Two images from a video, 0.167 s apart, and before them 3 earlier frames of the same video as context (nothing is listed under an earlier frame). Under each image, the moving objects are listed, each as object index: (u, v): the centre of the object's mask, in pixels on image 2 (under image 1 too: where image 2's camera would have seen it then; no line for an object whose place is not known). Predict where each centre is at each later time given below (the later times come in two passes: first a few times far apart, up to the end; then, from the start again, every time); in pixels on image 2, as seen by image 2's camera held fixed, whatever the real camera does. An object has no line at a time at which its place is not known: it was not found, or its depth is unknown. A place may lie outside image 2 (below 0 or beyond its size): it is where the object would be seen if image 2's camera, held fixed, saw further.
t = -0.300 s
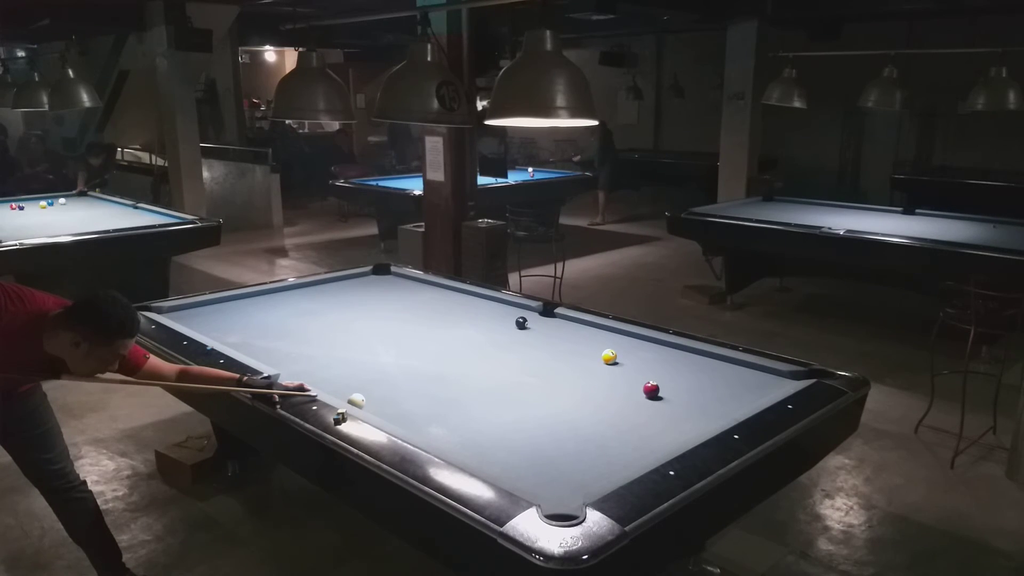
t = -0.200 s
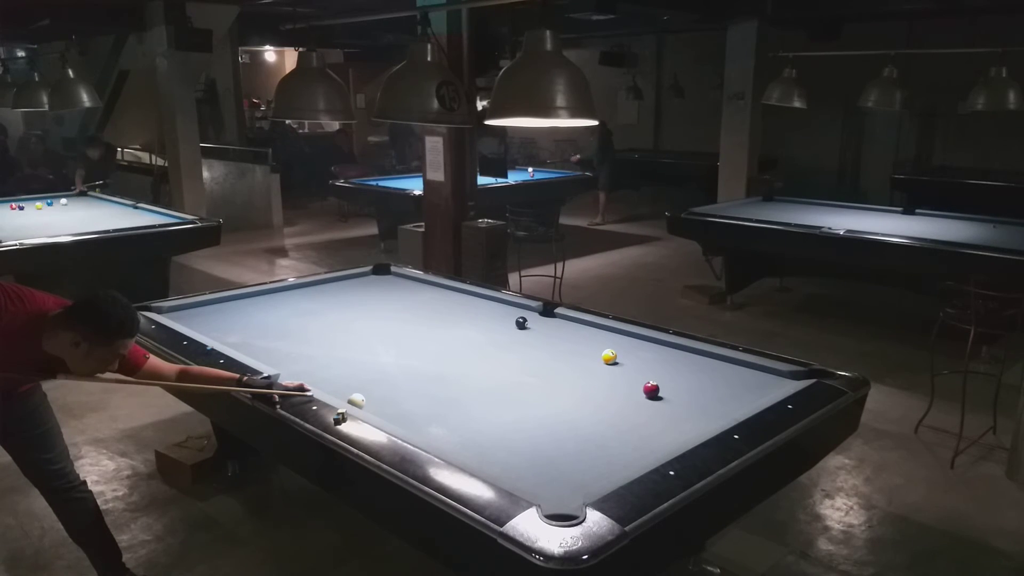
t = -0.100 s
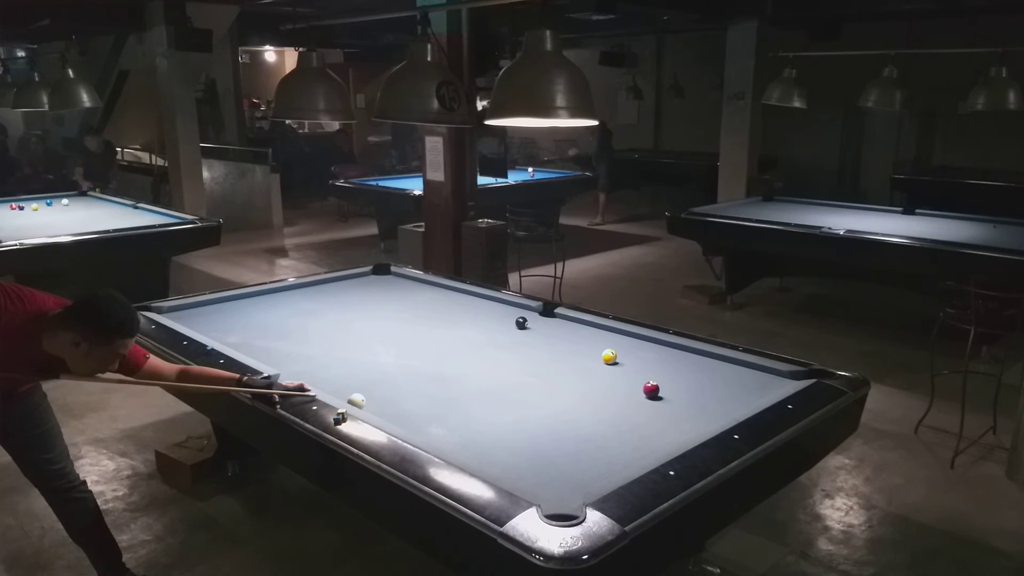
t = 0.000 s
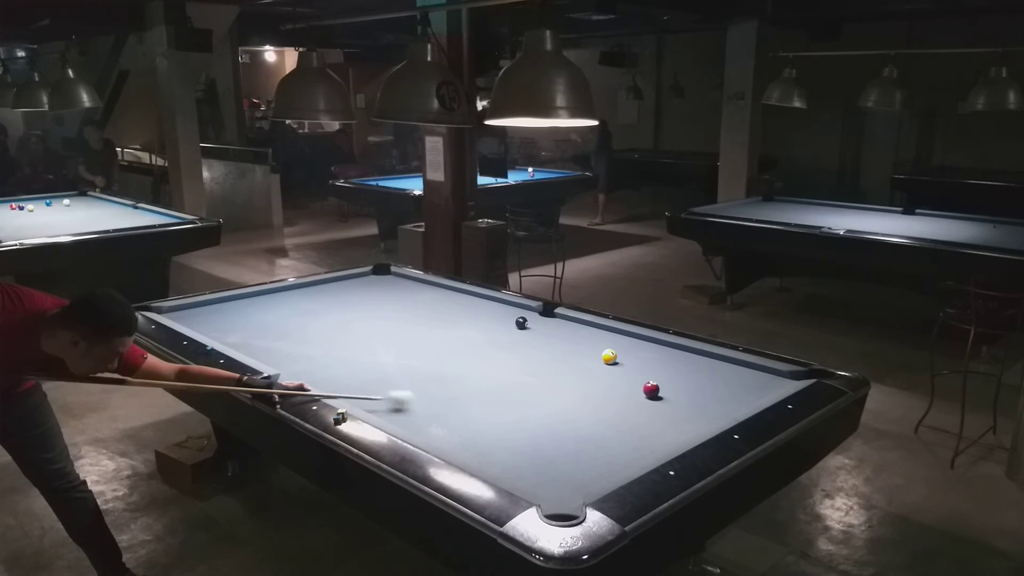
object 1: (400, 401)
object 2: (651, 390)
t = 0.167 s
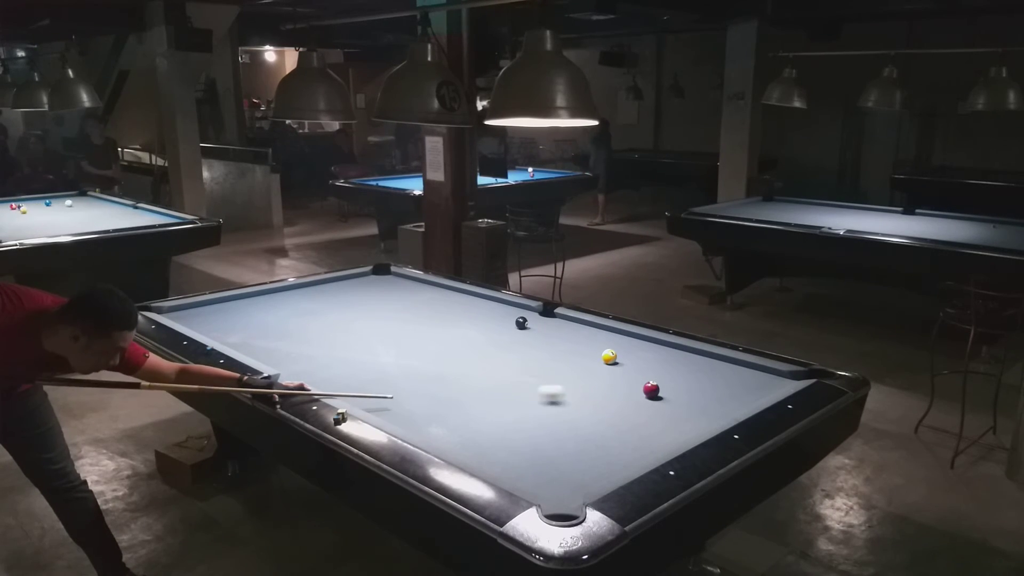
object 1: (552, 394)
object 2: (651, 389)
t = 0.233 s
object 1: (611, 393)
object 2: (651, 389)
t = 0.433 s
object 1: (660, 398)
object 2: (771, 378)
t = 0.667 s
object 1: (725, 404)
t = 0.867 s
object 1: (739, 396)
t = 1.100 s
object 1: (729, 381)
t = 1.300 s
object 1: (722, 369)
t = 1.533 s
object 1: (714, 357)
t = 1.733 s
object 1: (691, 356)
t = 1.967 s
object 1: (665, 354)
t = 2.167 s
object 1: (644, 353)
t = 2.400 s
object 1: (622, 352)
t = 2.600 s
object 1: (602, 349)
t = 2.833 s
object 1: (583, 350)
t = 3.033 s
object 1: (568, 349)
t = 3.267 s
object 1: (550, 348)
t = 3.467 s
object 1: (537, 348)
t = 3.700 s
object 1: (522, 347)
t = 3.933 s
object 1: (508, 346)
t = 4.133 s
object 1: (498, 345)
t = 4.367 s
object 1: (486, 345)
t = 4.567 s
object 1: (478, 345)
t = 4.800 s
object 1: (469, 345)
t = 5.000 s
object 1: (462, 344)
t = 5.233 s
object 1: (455, 344)
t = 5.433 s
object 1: (450, 343)
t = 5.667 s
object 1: (445, 343)
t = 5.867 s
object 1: (442, 343)
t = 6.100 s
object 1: (439, 343)
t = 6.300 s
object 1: (437, 343)
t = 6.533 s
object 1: (436, 342)
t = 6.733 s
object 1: (436, 343)
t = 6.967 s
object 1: (436, 343)
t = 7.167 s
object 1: (436, 343)
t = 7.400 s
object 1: (436, 343)
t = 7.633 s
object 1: (436, 343)
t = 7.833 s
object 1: (436, 343)
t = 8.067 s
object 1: (436, 343)
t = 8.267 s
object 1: (436, 343)
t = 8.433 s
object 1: (436, 343)
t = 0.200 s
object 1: (581, 394)
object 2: (651, 389)
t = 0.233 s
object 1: (611, 393)
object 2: (651, 389)
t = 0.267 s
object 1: (636, 392)
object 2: (655, 389)
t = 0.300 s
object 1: (639, 392)
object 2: (681, 387)
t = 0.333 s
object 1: (643, 394)
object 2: (705, 384)
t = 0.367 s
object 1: (647, 395)
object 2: (728, 383)
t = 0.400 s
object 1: (653, 396)
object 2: (751, 381)
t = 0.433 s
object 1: (660, 398)
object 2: (771, 378)
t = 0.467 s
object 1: (668, 399)
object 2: (791, 376)
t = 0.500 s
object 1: (677, 400)
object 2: (808, 375)
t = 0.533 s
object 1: (686, 400)
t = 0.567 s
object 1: (696, 401)
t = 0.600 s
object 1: (706, 402)
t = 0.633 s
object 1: (716, 403)
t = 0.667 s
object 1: (725, 404)
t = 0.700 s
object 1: (735, 404)
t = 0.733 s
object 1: (743, 402)
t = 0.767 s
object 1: (743, 401)
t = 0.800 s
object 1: (741, 400)
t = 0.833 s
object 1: (740, 398)
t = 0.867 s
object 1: (739, 396)
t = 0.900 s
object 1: (737, 393)
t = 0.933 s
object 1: (736, 391)
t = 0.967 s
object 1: (734, 389)
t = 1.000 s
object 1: (733, 387)
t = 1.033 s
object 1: (732, 385)
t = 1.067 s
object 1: (730, 382)
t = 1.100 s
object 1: (729, 381)
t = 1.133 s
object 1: (728, 379)
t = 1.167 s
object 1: (726, 377)
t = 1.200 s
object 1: (725, 375)
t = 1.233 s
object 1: (724, 373)
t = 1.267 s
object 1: (723, 371)
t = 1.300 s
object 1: (722, 369)
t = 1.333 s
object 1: (720, 367)
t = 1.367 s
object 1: (719, 366)
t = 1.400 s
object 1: (718, 364)
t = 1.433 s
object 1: (717, 362)
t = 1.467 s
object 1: (716, 360)
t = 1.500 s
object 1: (715, 359)
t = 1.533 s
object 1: (714, 357)
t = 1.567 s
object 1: (710, 357)
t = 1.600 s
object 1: (706, 356)
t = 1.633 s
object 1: (702, 356)
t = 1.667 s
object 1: (699, 356)
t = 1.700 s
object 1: (695, 356)
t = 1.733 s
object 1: (691, 356)
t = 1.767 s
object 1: (687, 355)
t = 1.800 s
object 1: (683, 355)
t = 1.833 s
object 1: (680, 355)
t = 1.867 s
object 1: (676, 355)
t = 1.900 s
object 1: (672, 354)
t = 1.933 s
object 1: (669, 354)
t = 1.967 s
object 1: (665, 354)
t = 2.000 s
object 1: (661, 354)
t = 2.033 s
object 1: (658, 354)
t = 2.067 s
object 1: (655, 354)
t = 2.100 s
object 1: (651, 353)
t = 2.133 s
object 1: (648, 353)
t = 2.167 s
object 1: (644, 353)
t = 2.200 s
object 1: (641, 353)
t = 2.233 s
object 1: (637, 353)
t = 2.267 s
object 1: (634, 353)
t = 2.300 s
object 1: (631, 352)
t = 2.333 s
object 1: (628, 352)
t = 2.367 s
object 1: (624, 352)
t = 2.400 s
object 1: (622, 352)
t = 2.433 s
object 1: (619, 351)
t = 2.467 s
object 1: (617, 350)
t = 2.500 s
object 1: (614, 349)
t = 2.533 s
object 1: (609, 348)
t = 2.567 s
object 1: (606, 348)
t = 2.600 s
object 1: (602, 349)
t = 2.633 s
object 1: (599, 350)
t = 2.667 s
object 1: (597, 350)
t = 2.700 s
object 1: (595, 350)
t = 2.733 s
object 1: (592, 350)
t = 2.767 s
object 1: (589, 350)
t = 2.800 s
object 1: (586, 350)
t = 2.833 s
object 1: (583, 350)
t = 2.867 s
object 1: (581, 350)
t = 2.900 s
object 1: (578, 349)
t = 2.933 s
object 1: (575, 349)
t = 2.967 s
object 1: (573, 349)
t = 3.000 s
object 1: (570, 349)
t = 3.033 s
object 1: (568, 349)
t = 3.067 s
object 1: (565, 349)
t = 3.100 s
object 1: (562, 349)
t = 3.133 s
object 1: (560, 349)
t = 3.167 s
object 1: (557, 349)
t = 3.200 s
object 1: (555, 348)
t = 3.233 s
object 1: (553, 348)
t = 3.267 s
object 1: (550, 348)
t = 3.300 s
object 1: (548, 348)
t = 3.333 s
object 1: (546, 348)
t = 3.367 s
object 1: (543, 348)
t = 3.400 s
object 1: (541, 348)
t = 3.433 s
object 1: (539, 348)
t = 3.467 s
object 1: (537, 348)
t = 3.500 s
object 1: (534, 347)
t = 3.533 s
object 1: (532, 347)
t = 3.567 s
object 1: (530, 347)
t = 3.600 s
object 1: (528, 347)
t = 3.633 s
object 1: (526, 347)
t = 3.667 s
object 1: (524, 347)
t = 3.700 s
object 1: (522, 347)
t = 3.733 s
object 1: (520, 347)
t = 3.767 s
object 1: (518, 346)
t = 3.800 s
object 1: (516, 346)
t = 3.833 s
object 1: (514, 346)
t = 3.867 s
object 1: (512, 346)
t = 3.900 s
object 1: (510, 346)
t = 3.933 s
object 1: (508, 346)
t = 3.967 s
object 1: (506, 346)
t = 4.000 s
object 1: (505, 346)
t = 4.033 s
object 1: (503, 346)
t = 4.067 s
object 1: (501, 346)
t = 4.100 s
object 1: (500, 346)
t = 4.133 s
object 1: (498, 345)
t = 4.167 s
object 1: (496, 345)
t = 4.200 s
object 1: (494, 345)
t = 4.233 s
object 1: (493, 345)
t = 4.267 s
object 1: (491, 345)
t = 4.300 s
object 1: (490, 345)
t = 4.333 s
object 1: (488, 345)
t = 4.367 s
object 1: (486, 345)
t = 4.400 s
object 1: (485, 345)
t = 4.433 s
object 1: (484, 345)
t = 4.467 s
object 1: (482, 345)
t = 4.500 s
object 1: (481, 345)
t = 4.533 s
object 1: (479, 345)
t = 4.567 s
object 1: (478, 345)
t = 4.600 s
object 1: (477, 345)
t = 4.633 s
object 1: (475, 345)
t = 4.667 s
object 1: (474, 345)
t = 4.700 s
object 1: (473, 344)
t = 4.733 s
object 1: (471, 345)
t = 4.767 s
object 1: (470, 345)
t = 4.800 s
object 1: (469, 345)
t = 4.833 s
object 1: (468, 344)
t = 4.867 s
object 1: (467, 344)
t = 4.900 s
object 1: (465, 344)
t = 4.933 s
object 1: (464, 344)
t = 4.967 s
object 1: (463, 344)
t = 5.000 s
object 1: (462, 344)
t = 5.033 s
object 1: (461, 344)
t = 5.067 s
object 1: (460, 344)
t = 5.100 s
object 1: (459, 344)
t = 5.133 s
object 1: (458, 344)
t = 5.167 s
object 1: (457, 344)
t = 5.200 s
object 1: (456, 344)
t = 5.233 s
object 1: (455, 344)
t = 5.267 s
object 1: (455, 344)
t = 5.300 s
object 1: (454, 344)
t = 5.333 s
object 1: (453, 344)
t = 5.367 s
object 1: (452, 343)
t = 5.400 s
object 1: (451, 343)
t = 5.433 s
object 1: (450, 343)
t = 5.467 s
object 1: (450, 343)
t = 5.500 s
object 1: (449, 343)
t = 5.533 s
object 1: (448, 343)
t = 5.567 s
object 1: (447, 343)
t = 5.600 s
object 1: (447, 343)
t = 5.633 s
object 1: (446, 343)
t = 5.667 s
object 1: (445, 343)
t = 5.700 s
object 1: (445, 343)
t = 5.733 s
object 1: (444, 343)
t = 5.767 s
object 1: (444, 343)
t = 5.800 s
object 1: (443, 343)
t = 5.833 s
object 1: (442, 343)
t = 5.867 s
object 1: (442, 343)
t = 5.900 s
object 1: (441, 343)
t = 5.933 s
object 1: (441, 343)
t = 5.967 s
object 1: (441, 343)
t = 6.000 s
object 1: (440, 343)
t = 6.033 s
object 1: (440, 343)
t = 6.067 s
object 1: (439, 343)
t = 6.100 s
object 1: (439, 343)
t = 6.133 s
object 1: (439, 343)
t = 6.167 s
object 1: (438, 343)
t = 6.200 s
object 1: (438, 343)
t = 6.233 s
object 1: (438, 343)
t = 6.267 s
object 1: (438, 343)
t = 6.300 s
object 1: (437, 343)
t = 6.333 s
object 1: (437, 343)
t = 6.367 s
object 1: (437, 343)
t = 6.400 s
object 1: (437, 342)
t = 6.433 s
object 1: (437, 342)
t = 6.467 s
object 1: (437, 342)
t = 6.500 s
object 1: (436, 342)
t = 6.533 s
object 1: (436, 342)
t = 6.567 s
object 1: (436, 342)
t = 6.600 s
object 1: (436, 343)
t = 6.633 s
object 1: (436, 343)
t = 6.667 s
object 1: (436, 343)
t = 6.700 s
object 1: (436, 343)
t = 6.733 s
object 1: (436, 343)
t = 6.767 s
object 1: (436, 343)
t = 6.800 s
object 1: (436, 343)
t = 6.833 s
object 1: (436, 343)
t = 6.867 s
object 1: (436, 343)
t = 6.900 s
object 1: (436, 343)
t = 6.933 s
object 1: (436, 343)
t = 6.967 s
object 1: (436, 343)
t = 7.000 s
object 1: (436, 343)
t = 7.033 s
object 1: (436, 343)
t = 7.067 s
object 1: (436, 343)
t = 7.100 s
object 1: (436, 343)
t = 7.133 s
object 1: (436, 343)
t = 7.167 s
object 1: (436, 343)
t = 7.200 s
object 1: (436, 343)
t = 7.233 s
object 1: (436, 343)
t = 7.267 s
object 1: (436, 343)
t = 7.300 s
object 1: (436, 343)
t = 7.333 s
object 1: (436, 343)
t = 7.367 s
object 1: (436, 343)
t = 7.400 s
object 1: (436, 343)
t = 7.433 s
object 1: (436, 343)
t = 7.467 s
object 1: (436, 343)
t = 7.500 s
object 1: (436, 343)
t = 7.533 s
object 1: (436, 343)
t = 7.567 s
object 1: (436, 343)
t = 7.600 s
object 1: (436, 343)
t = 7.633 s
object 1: (436, 343)
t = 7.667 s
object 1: (436, 343)
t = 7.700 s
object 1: (436, 343)
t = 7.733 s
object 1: (436, 343)
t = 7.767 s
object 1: (436, 343)
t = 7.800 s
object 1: (436, 343)
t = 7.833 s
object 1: (436, 343)
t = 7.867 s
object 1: (436, 343)
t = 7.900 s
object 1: (436, 343)
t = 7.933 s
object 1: (436, 343)
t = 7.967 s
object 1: (436, 343)
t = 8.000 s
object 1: (436, 343)
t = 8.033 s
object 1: (436, 343)
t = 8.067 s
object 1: (436, 343)
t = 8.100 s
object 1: (436, 343)
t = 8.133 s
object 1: (436, 343)
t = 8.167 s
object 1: (436, 343)
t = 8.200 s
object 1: (436, 343)
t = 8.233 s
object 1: (436, 343)
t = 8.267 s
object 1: (436, 343)
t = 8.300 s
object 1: (436, 343)
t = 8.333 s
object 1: (436, 343)
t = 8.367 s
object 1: (436, 343)
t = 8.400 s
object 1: (436, 343)
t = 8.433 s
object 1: (436, 343)
